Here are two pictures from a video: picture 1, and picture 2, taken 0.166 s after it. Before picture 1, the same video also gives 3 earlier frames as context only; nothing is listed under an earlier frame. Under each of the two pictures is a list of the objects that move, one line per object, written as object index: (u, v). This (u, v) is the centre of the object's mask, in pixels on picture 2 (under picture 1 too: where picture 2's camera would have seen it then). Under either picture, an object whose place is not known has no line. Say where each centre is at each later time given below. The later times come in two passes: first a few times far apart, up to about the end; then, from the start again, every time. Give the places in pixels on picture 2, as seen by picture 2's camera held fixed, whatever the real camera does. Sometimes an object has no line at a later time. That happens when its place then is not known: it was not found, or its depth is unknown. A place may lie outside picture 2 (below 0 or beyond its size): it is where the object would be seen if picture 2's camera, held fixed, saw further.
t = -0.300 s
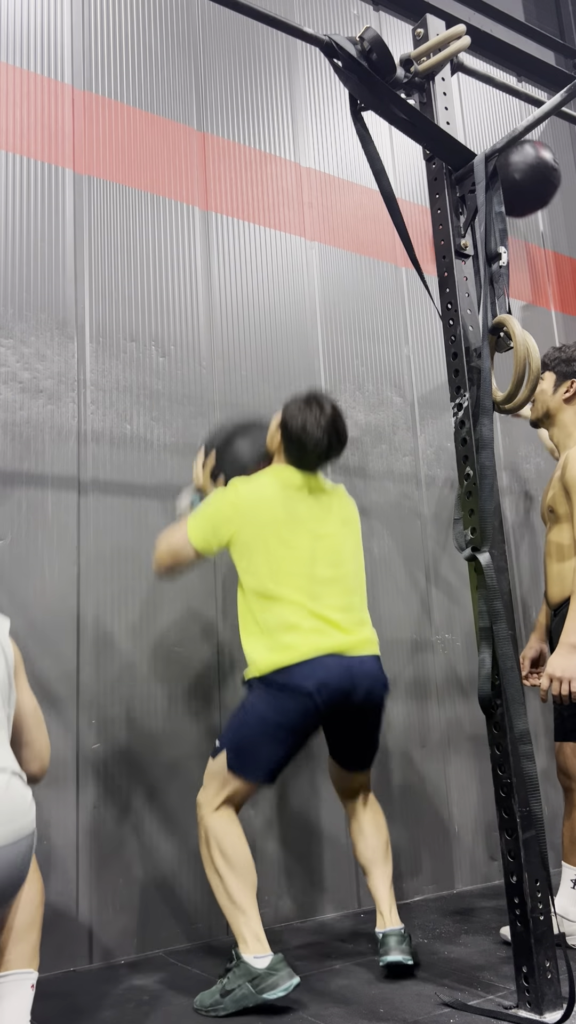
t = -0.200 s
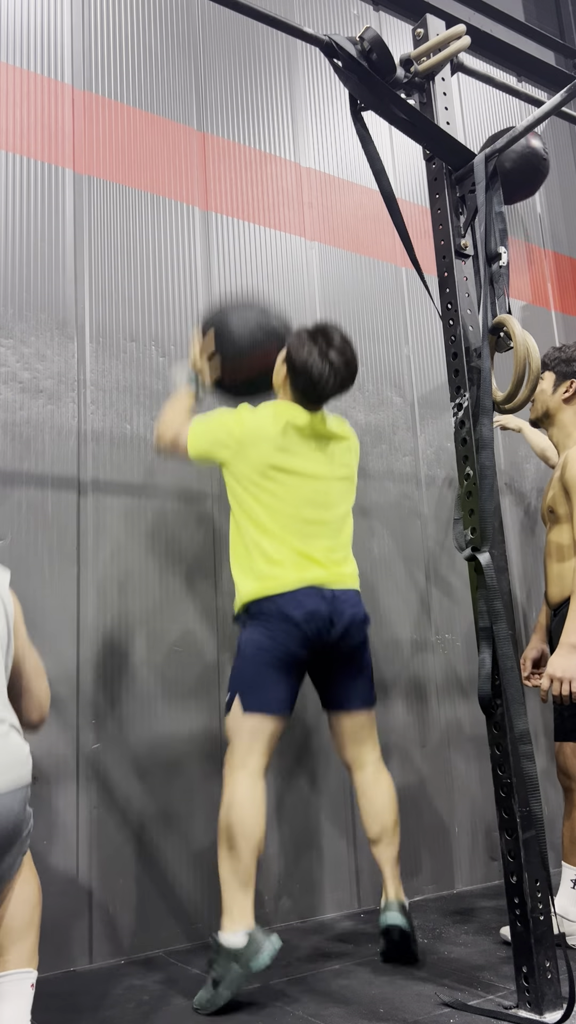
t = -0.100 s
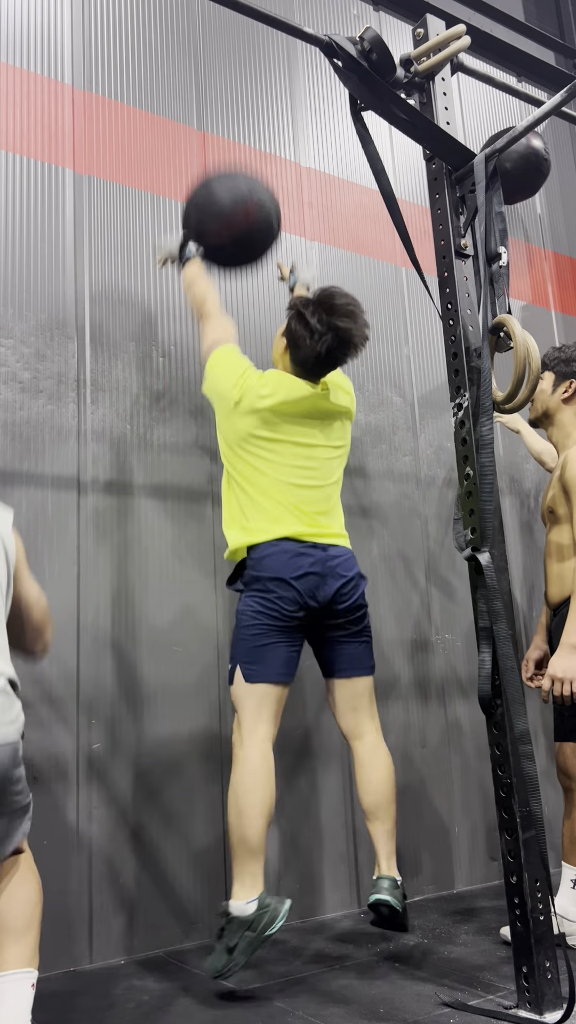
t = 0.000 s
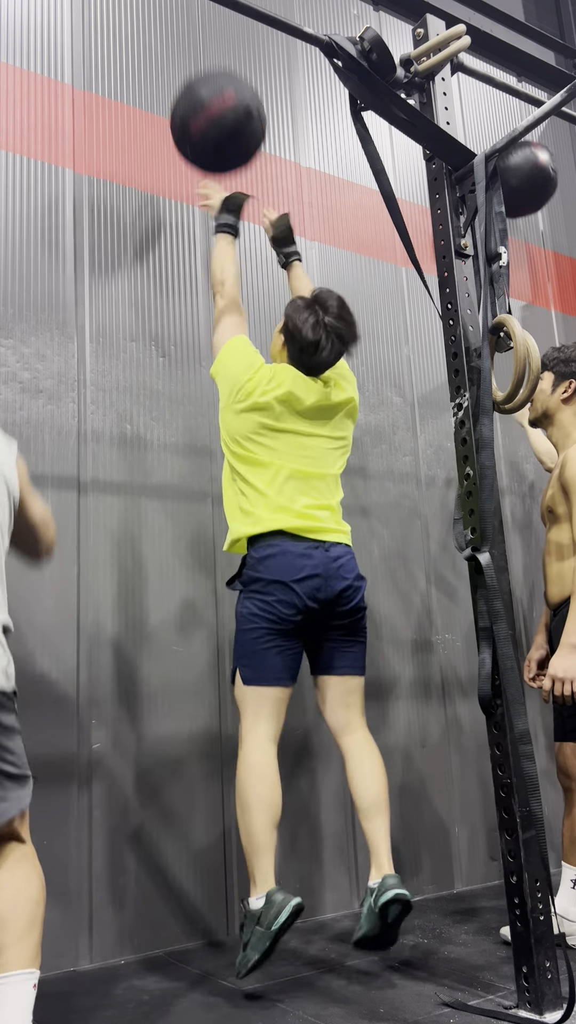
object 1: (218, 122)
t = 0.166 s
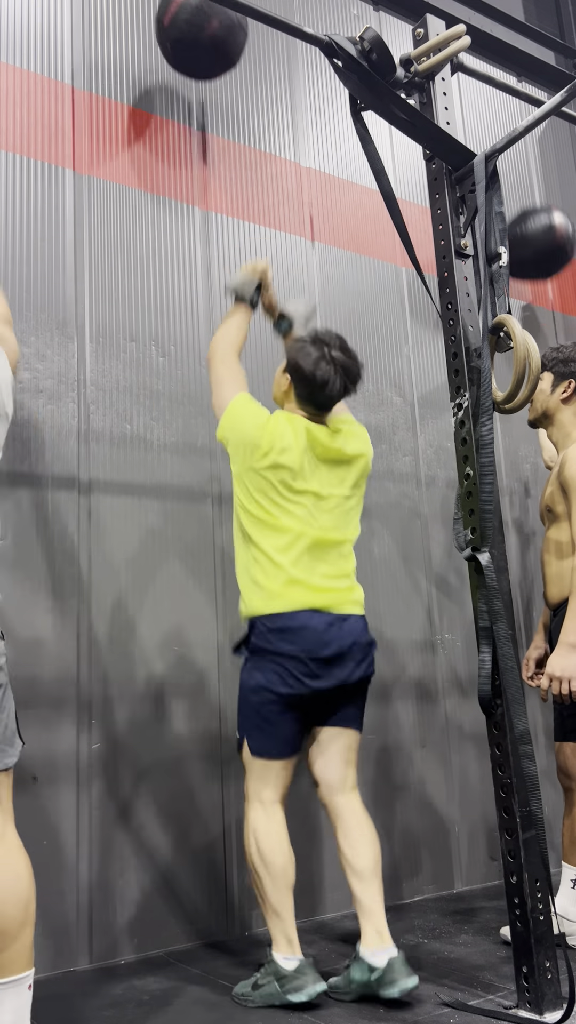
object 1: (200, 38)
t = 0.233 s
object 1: (195, 28)
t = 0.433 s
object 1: (181, 31)
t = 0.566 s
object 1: (181, 42)
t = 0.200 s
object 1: (197, 32)
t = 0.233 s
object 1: (195, 28)
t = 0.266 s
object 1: (192, 25)
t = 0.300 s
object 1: (190, 24)
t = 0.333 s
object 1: (188, 23)
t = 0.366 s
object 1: (184, 28)
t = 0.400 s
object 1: (182, 30)
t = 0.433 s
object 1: (181, 31)
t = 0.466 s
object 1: (180, 33)
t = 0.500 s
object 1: (181, 34)
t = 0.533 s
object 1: (181, 38)
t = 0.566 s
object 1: (181, 42)
